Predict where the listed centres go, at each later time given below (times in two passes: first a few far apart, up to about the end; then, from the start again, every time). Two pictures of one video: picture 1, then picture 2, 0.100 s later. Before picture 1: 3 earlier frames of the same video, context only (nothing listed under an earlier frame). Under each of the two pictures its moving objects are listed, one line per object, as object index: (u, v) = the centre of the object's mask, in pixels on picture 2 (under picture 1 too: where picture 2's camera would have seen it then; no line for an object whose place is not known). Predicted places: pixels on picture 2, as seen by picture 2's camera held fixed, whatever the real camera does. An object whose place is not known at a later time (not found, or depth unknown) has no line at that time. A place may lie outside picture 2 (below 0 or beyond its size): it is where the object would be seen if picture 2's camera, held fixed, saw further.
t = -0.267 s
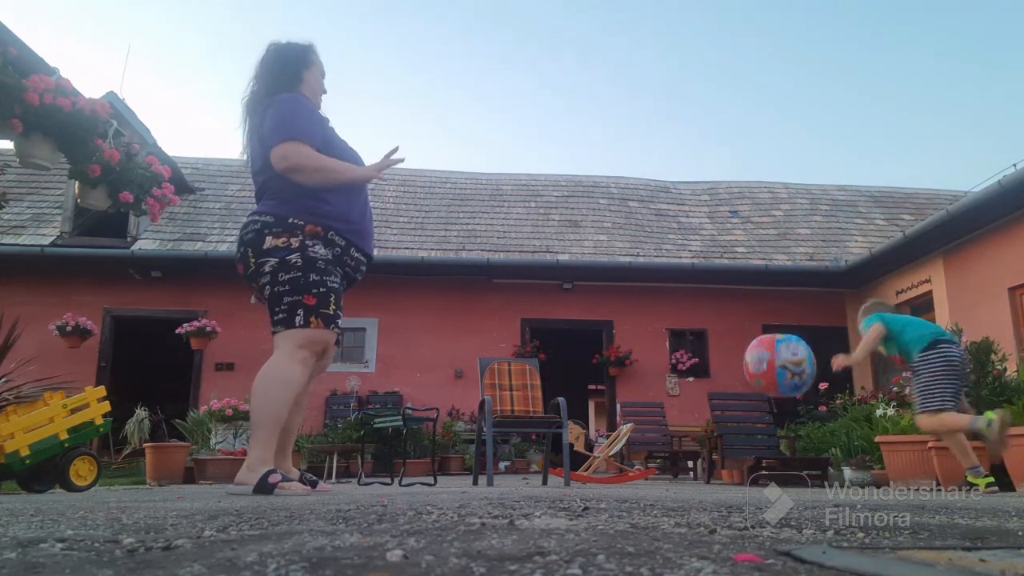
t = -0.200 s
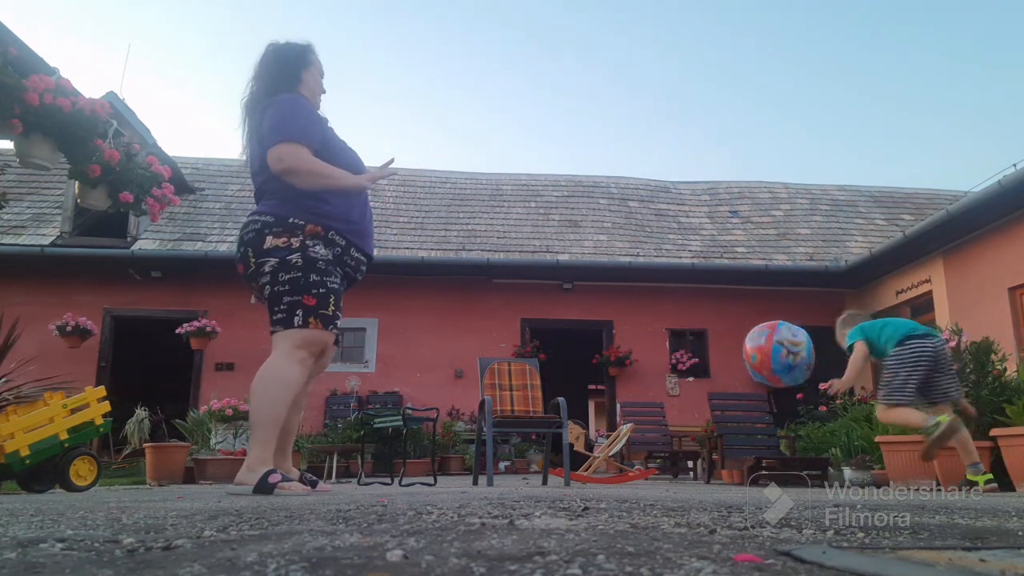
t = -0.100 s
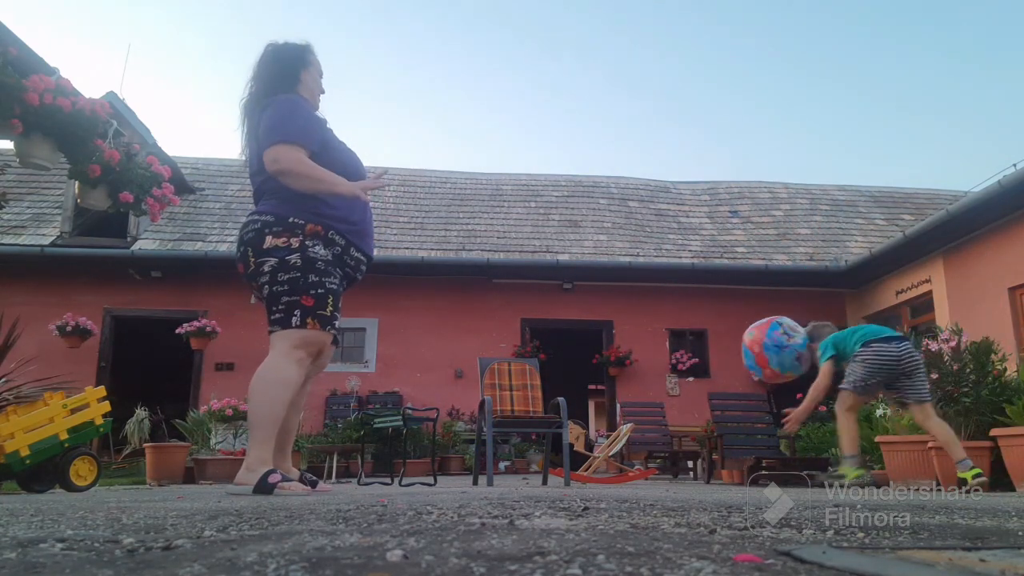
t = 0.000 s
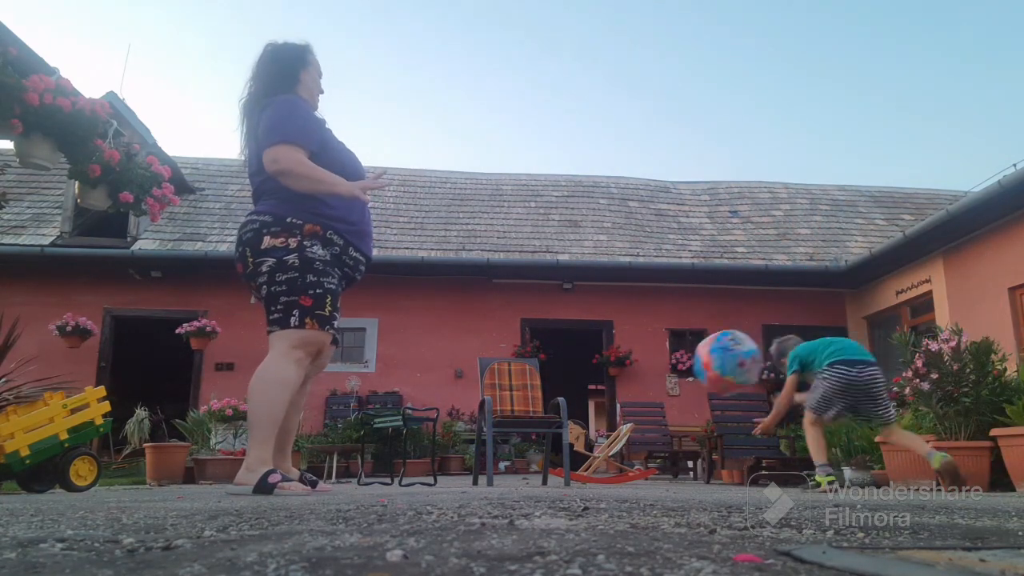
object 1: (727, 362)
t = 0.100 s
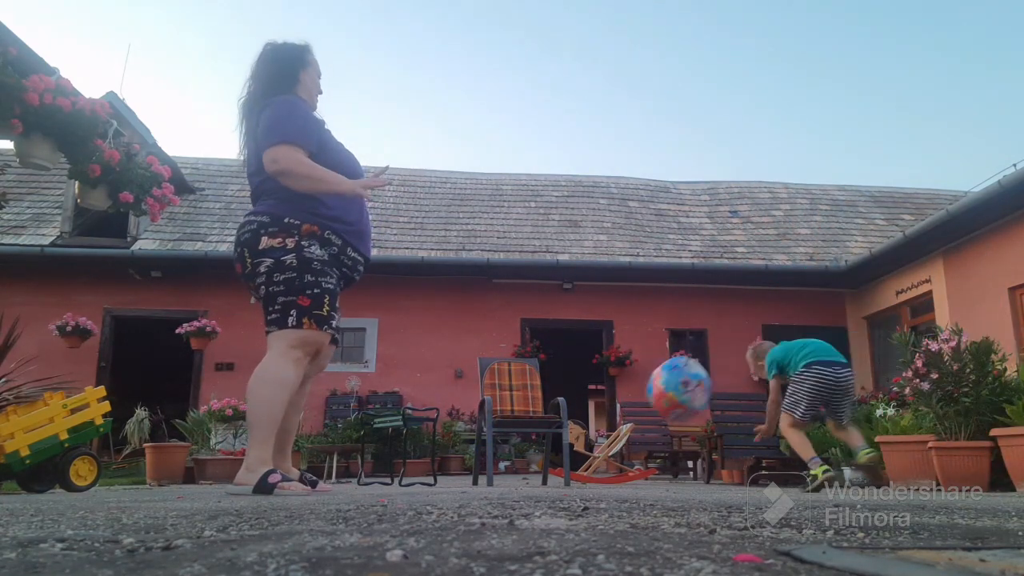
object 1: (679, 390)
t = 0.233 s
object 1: (621, 444)
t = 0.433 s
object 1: (574, 425)
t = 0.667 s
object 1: (534, 428)
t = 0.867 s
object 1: (504, 452)
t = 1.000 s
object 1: (486, 448)
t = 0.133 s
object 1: (664, 401)
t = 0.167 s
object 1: (650, 416)
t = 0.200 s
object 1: (635, 429)
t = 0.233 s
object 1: (621, 444)
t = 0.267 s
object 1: (607, 461)
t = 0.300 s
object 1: (600, 455)
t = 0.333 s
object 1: (593, 445)
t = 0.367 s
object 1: (586, 436)
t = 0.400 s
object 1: (580, 430)
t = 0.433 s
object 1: (574, 425)
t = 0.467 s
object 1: (568, 421)
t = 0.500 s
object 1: (562, 419)
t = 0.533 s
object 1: (556, 418)
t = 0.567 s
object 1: (551, 419)
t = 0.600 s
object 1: (545, 420)
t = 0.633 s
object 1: (539, 424)
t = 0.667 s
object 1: (534, 428)
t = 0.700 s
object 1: (528, 434)
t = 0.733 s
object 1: (523, 442)
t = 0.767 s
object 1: (518, 450)
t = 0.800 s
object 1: (513, 459)
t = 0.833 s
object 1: (509, 457)
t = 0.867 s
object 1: (504, 452)
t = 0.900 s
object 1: (499, 449)
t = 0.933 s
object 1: (494, 447)
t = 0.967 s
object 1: (490, 447)
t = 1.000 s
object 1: (486, 448)
